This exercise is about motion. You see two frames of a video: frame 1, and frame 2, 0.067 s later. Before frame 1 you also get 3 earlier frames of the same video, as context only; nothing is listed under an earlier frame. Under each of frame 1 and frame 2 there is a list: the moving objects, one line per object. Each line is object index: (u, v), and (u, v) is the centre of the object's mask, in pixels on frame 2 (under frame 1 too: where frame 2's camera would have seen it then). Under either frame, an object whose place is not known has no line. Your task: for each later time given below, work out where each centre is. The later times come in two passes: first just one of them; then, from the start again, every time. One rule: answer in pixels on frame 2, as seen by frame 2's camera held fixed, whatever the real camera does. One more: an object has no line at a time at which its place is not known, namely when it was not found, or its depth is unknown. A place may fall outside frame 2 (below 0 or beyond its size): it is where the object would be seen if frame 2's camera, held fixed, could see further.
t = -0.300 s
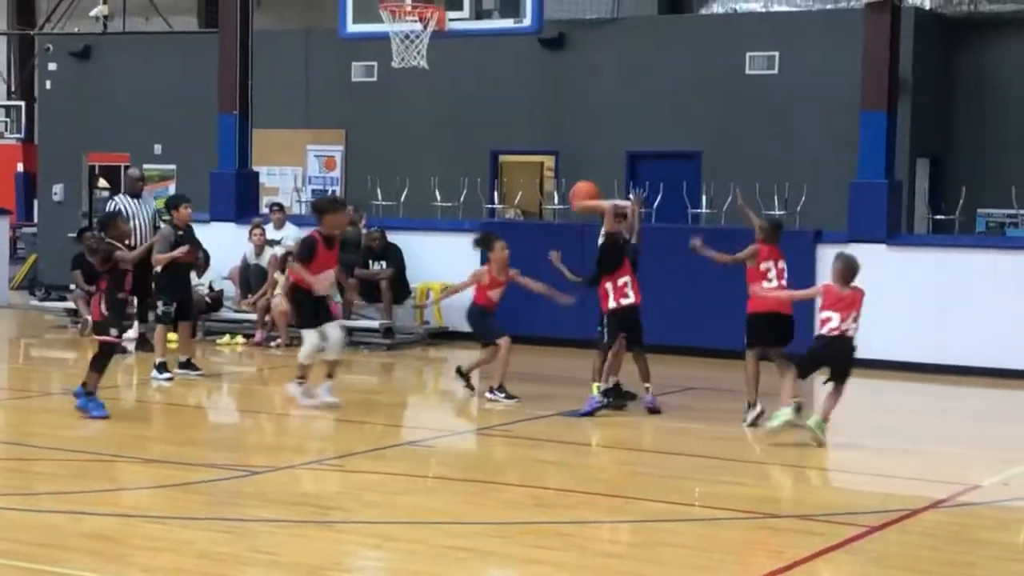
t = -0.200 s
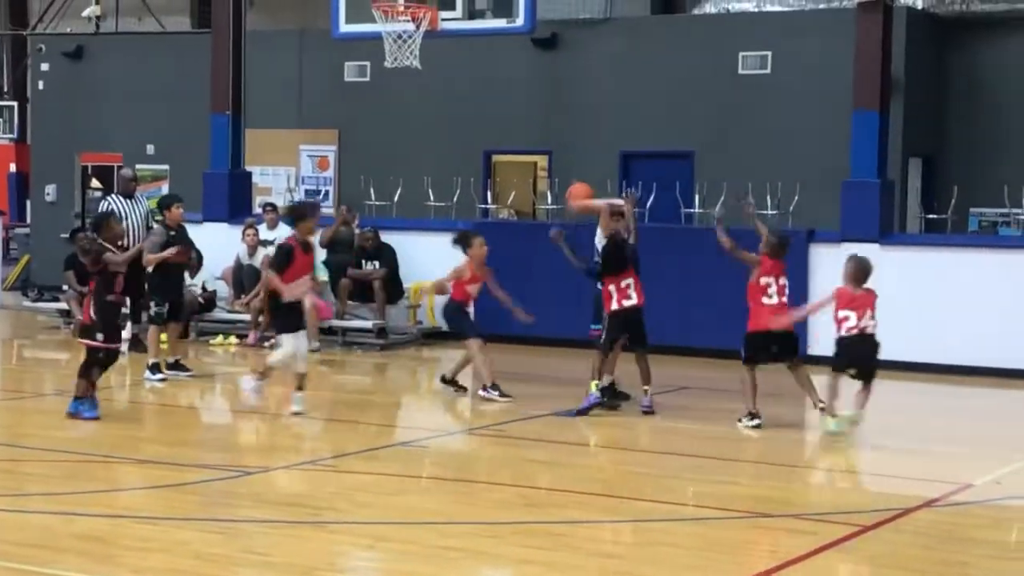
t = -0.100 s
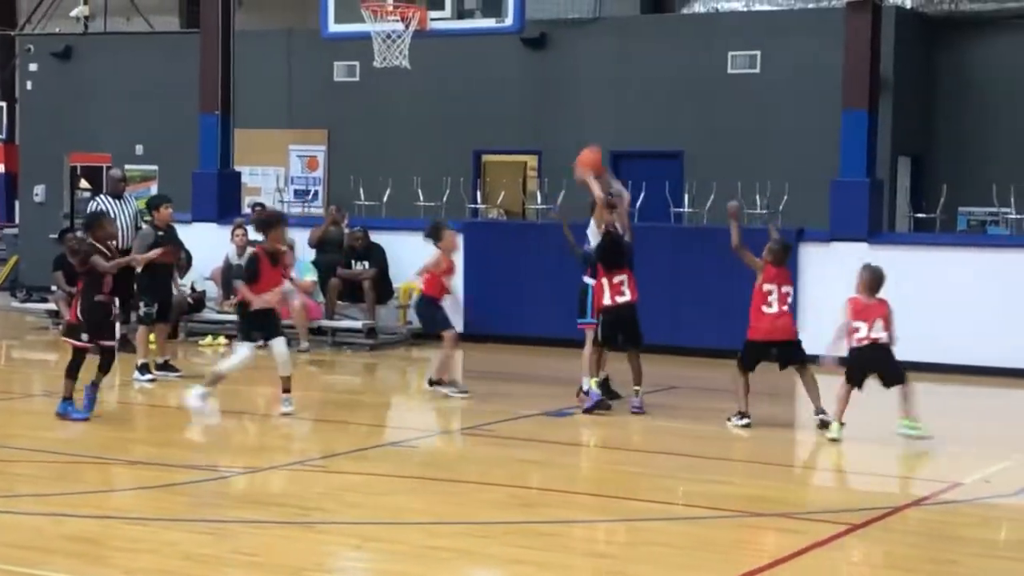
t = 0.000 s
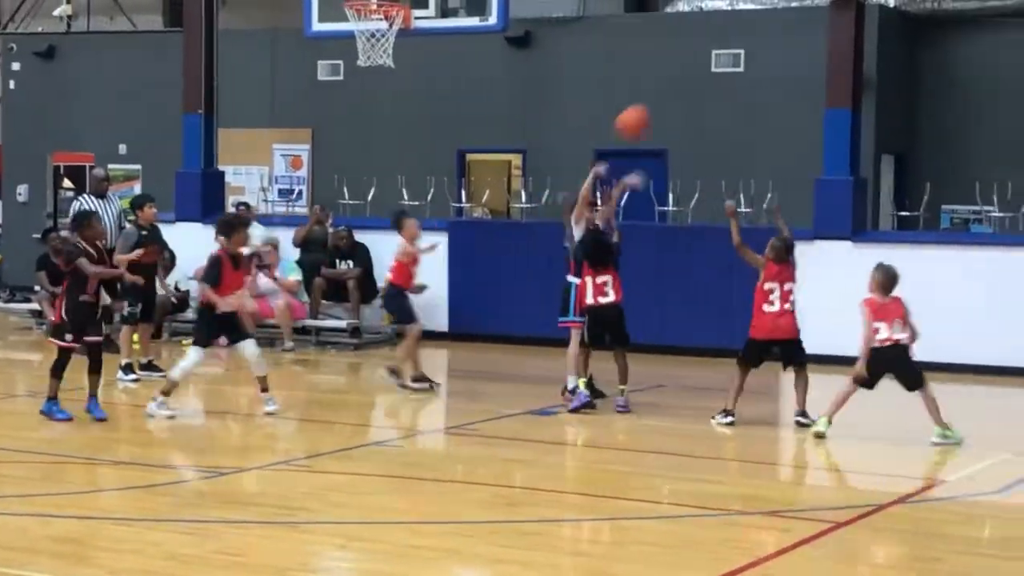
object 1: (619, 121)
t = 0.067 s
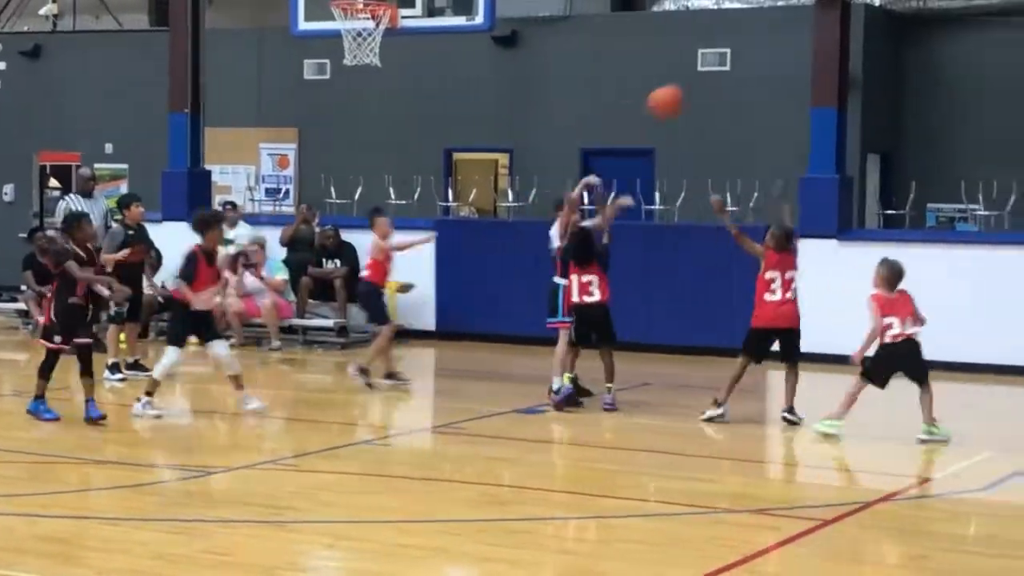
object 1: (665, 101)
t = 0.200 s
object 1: (761, 80)
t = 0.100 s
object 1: (689, 94)
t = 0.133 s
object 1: (712, 87)
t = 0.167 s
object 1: (738, 82)
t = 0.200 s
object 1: (761, 80)
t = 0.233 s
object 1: (787, 78)
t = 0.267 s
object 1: (813, 79)
